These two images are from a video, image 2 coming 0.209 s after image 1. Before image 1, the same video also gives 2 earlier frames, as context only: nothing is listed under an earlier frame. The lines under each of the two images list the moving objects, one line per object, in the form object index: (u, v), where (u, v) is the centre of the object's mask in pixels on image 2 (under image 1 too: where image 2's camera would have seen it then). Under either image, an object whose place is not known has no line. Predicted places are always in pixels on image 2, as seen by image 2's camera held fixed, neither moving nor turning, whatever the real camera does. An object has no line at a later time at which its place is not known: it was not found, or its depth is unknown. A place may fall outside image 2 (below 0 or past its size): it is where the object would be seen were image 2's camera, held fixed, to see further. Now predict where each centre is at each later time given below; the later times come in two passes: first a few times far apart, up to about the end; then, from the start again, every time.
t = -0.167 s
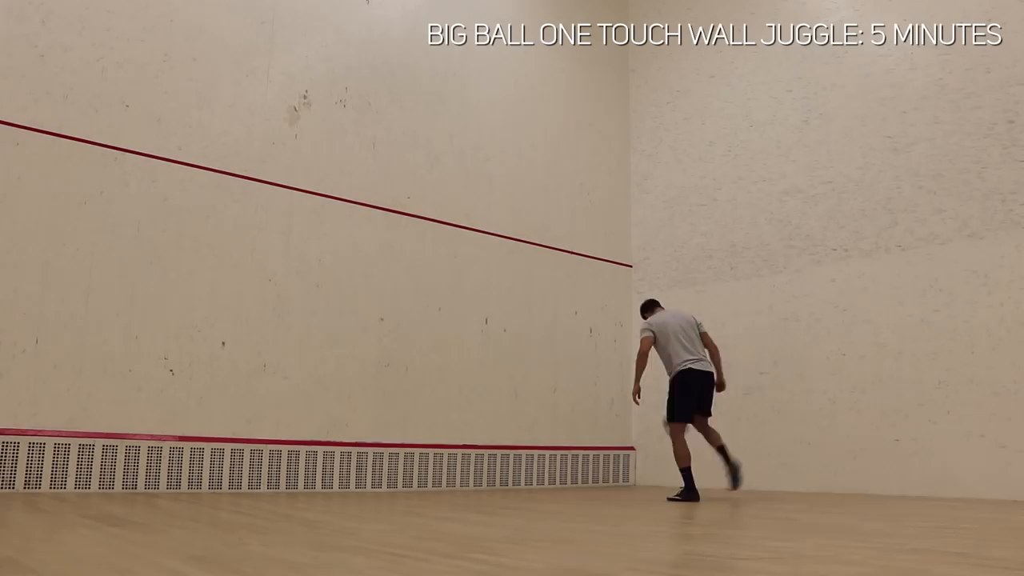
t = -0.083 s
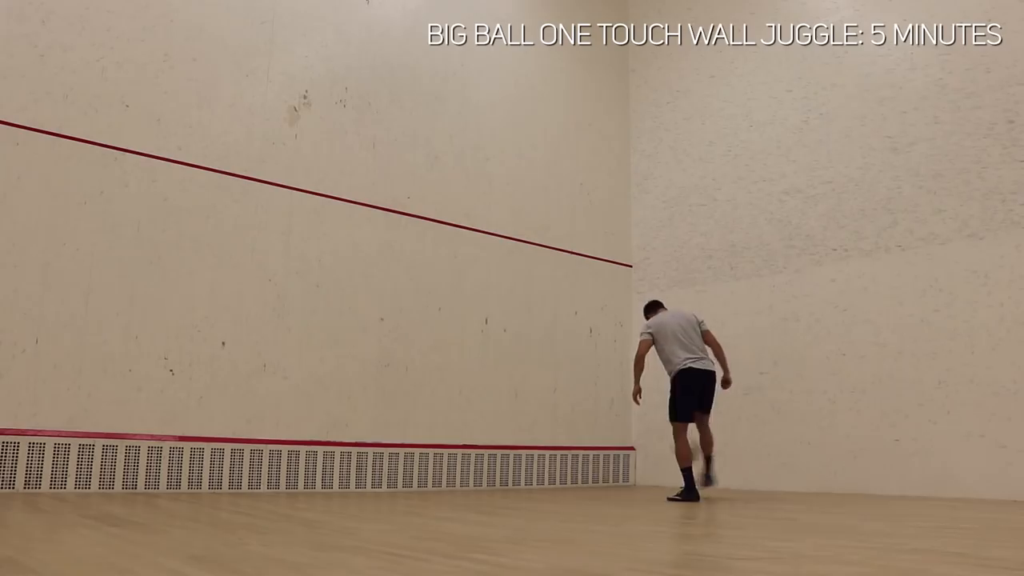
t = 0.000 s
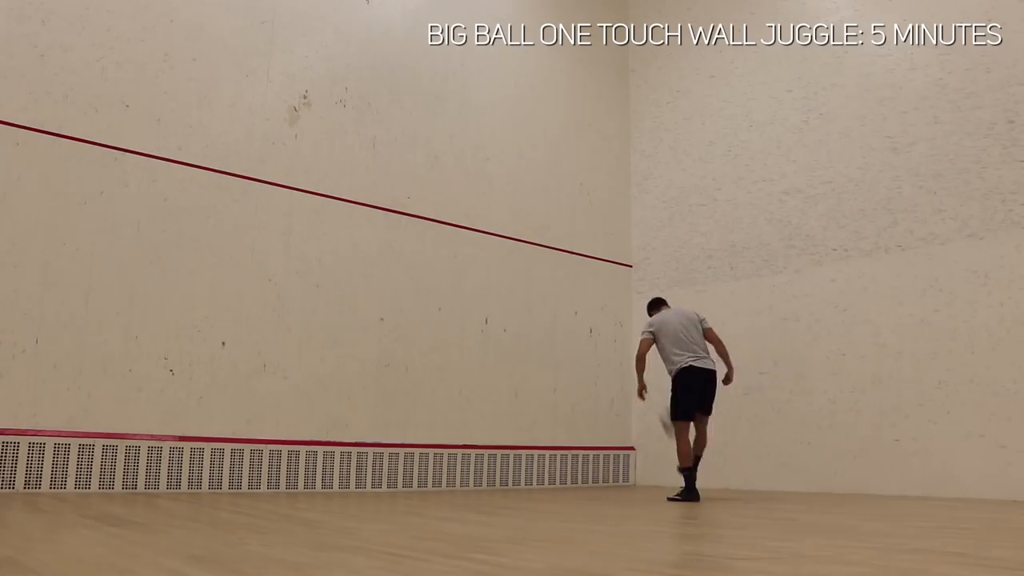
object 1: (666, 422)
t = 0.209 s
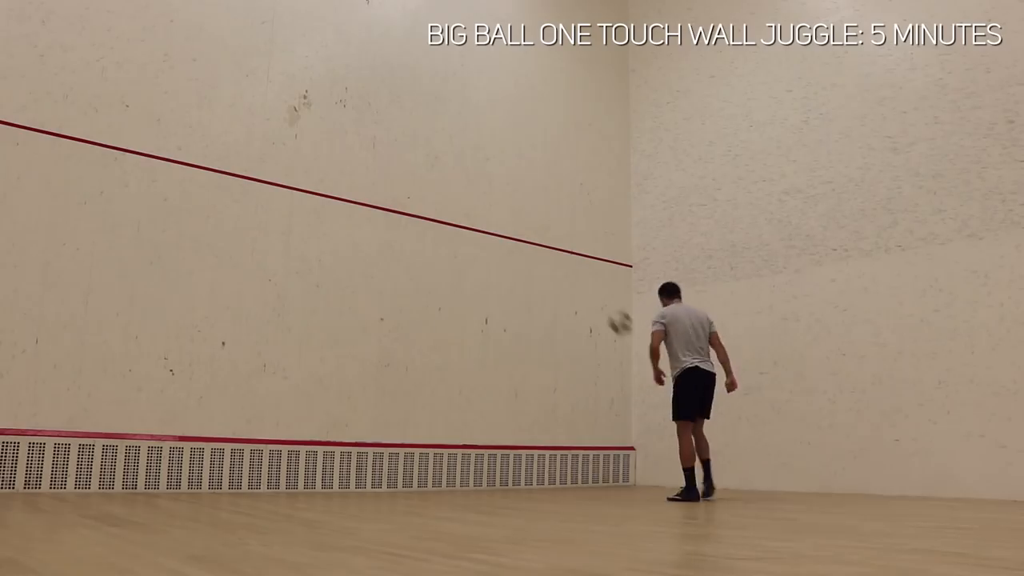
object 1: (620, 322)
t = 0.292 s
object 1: (600, 299)
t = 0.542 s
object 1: (566, 272)
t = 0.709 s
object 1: (600, 283)
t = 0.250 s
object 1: (610, 310)
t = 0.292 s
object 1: (600, 299)
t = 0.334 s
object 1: (591, 289)
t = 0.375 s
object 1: (582, 284)
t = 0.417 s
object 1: (573, 278)
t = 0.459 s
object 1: (565, 274)
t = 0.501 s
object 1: (559, 273)
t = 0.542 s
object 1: (566, 272)
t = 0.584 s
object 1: (574, 272)
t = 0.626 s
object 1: (583, 274)
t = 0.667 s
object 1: (591, 278)
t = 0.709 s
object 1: (600, 283)
